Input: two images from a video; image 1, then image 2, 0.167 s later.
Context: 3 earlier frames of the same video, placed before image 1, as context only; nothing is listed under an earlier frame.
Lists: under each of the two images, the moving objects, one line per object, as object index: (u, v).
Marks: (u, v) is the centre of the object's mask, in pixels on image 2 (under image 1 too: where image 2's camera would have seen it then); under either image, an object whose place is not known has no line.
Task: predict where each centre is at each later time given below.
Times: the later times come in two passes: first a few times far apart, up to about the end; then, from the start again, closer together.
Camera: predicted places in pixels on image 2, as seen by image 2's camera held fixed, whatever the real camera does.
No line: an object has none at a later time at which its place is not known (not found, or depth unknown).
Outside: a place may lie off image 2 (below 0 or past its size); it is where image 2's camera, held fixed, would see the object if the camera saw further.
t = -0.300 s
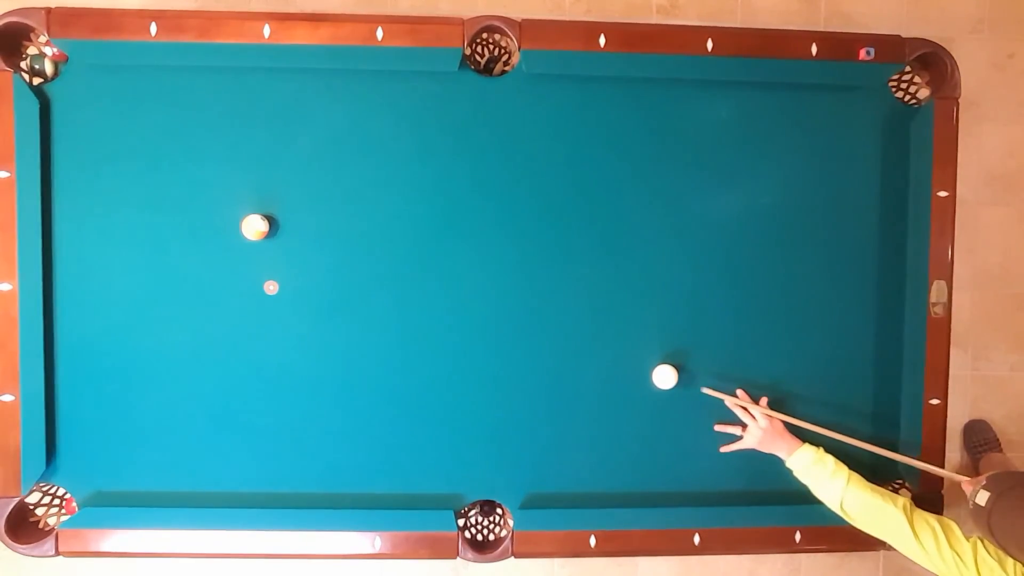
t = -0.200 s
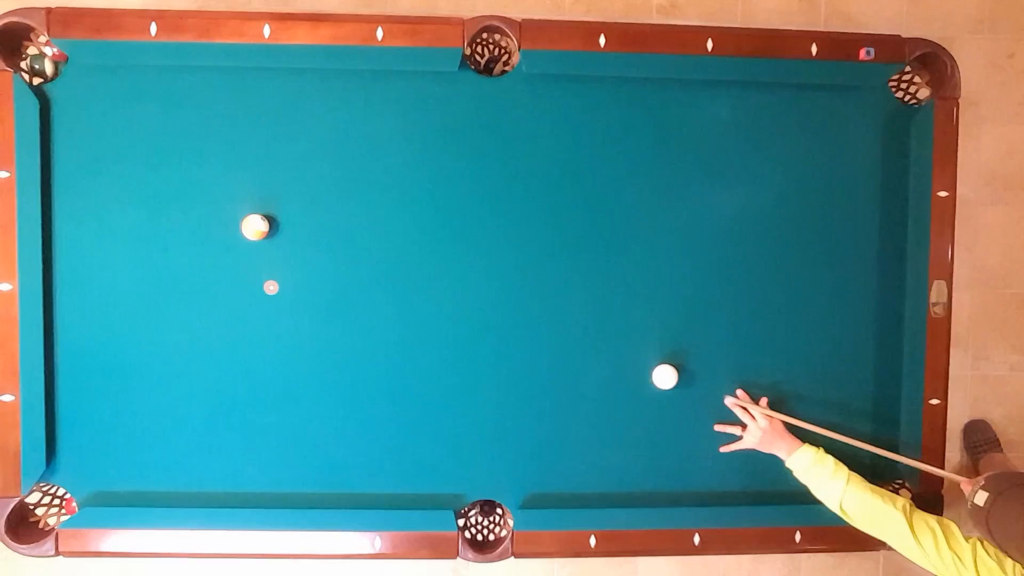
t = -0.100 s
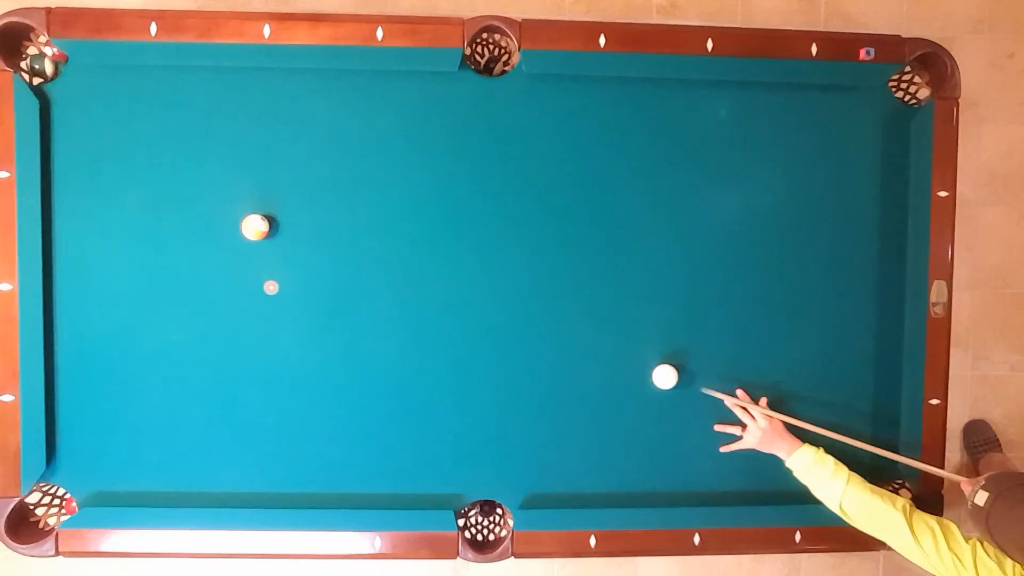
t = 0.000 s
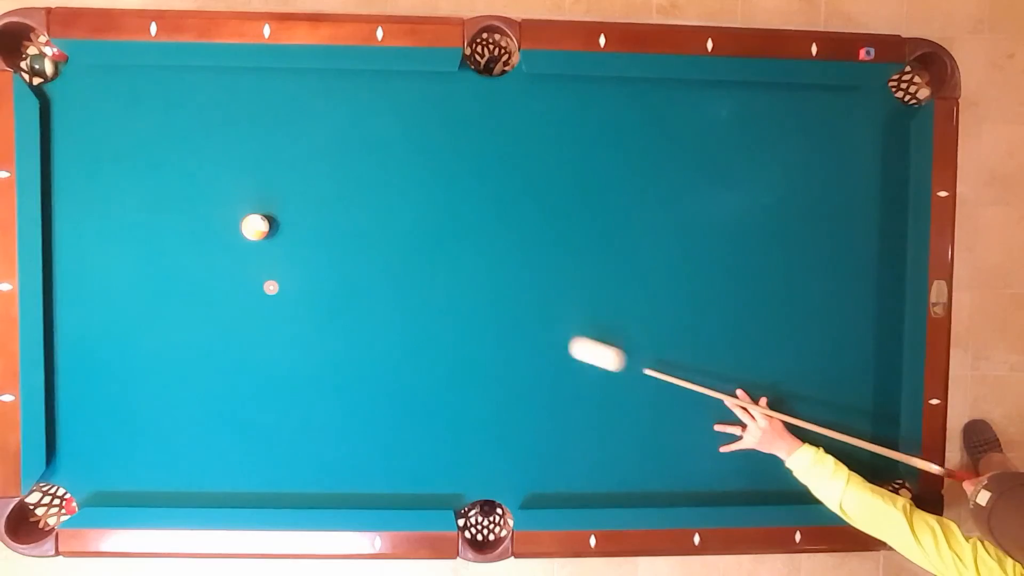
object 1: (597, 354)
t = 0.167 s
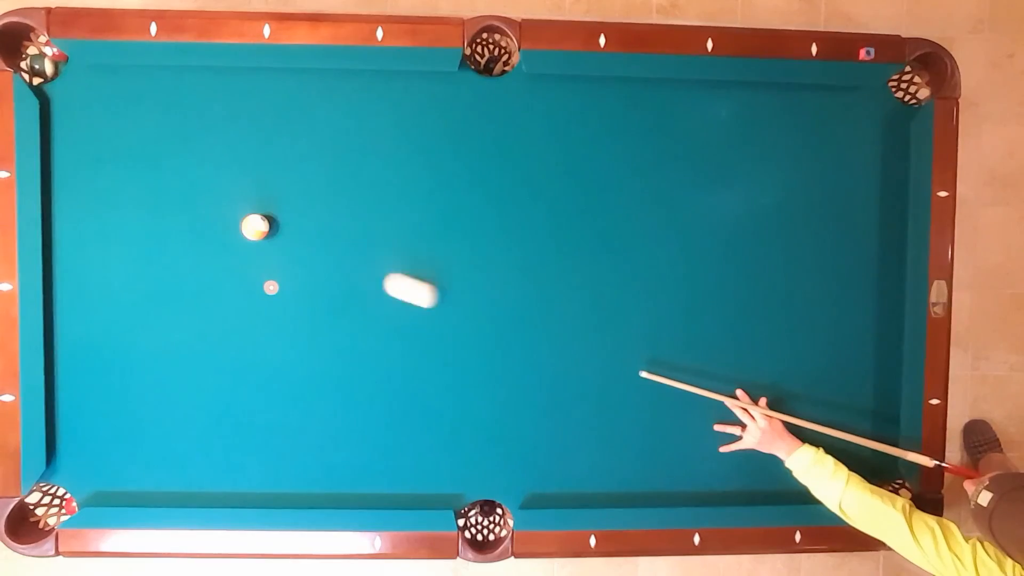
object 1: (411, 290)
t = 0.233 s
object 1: (343, 267)
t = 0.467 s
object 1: (235, 270)
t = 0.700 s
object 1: (164, 294)
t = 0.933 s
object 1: (95, 317)
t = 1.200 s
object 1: (78, 339)
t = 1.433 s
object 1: (115, 353)
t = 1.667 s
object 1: (150, 365)
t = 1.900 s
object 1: (183, 378)
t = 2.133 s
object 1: (213, 389)
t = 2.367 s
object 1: (242, 399)
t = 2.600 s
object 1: (269, 408)
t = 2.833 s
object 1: (294, 416)
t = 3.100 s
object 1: (320, 424)
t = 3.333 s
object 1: (340, 430)
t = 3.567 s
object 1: (360, 436)
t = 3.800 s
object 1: (377, 441)
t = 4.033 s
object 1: (392, 447)
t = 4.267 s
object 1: (405, 451)
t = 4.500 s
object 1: (417, 455)
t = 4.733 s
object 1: (427, 457)
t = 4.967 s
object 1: (435, 459)
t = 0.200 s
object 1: (376, 278)
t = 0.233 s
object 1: (343, 267)
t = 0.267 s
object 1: (310, 255)
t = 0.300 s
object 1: (282, 247)
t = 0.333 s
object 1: (269, 249)
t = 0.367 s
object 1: (262, 255)
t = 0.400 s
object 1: (253, 261)
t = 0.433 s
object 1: (245, 266)
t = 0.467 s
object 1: (235, 270)
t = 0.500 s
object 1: (225, 273)
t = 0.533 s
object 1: (214, 277)
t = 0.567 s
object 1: (204, 281)
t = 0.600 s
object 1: (194, 284)
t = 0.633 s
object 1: (184, 288)
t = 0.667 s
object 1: (174, 291)
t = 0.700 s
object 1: (164, 294)
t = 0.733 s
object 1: (154, 298)
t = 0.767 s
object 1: (144, 301)
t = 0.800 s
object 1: (134, 304)
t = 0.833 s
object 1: (124, 308)
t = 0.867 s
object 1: (115, 311)
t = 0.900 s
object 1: (105, 314)
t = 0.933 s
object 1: (95, 317)
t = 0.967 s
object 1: (85, 321)
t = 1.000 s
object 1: (76, 324)
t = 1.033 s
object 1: (66, 327)
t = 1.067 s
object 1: (58, 330)
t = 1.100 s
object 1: (61, 333)
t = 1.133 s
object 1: (67, 335)
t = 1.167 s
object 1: (73, 337)
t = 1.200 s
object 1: (78, 339)
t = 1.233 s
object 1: (84, 341)
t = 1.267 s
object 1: (89, 343)
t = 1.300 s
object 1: (95, 345)
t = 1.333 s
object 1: (100, 347)
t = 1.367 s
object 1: (105, 349)
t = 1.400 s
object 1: (110, 351)
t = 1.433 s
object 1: (115, 353)
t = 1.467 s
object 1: (121, 355)
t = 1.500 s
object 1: (126, 357)
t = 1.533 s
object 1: (130, 358)
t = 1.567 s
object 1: (136, 360)
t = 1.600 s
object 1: (141, 362)
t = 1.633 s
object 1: (145, 364)
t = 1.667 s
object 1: (150, 365)
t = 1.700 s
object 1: (155, 367)
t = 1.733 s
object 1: (160, 369)
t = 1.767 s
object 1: (164, 371)
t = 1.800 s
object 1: (169, 373)
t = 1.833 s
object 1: (174, 374)
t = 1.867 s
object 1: (178, 376)
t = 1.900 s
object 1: (183, 378)
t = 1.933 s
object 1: (187, 379)
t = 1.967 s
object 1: (192, 381)
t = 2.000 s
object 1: (196, 383)
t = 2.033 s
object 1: (201, 384)
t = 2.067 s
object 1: (205, 386)
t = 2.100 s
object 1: (209, 387)
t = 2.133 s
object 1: (213, 389)
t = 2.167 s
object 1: (218, 390)
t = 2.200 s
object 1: (222, 392)
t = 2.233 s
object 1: (226, 393)
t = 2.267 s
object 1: (230, 395)
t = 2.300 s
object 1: (234, 396)
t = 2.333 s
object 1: (238, 398)
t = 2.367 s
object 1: (242, 399)
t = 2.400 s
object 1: (246, 400)
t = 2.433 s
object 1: (250, 402)
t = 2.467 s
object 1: (254, 403)
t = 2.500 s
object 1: (258, 404)
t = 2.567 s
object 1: (265, 407)
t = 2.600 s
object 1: (269, 408)
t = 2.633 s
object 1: (272, 409)
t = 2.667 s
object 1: (276, 410)
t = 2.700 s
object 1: (280, 411)
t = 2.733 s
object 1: (283, 413)
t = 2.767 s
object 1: (287, 414)
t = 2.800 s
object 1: (290, 415)
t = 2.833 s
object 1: (294, 416)
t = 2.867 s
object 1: (297, 417)
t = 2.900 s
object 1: (300, 418)
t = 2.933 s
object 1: (304, 419)
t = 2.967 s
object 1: (307, 420)
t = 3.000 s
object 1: (310, 421)
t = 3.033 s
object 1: (313, 422)
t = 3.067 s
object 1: (316, 423)
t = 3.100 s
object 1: (320, 424)
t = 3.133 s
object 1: (323, 425)
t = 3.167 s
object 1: (326, 426)
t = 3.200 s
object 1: (328, 427)
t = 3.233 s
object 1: (331, 428)
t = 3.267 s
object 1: (335, 428)
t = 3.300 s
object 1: (337, 429)
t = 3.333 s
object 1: (340, 430)
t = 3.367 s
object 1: (343, 431)
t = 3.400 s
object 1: (346, 432)
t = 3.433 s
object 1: (349, 433)
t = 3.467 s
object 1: (352, 434)
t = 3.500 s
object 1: (354, 434)
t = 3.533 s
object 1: (357, 435)
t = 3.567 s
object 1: (360, 436)
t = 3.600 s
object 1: (362, 437)
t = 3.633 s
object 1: (365, 437)
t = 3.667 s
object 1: (367, 438)
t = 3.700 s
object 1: (370, 439)
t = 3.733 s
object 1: (372, 440)
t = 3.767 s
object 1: (374, 441)
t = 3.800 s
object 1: (377, 441)
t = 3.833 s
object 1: (379, 442)
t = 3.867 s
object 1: (381, 443)
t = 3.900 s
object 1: (383, 444)
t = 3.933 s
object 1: (386, 444)
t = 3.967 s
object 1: (388, 445)
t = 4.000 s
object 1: (390, 446)
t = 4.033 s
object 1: (392, 447)
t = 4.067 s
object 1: (394, 447)
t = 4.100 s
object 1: (396, 448)
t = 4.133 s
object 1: (398, 449)
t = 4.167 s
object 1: (400, 449)
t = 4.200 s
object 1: (402, 450)
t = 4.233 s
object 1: (403, 451)
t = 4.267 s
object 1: (405, 451)
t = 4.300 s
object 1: (407, 452)
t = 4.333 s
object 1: (409, 452)
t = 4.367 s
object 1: (411, 453)
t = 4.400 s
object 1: (412, 453)
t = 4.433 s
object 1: (414, 454)
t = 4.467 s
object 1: (416, 454)
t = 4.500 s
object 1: (417, 455)
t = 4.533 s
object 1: (419, 455)
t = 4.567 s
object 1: (420, 456)
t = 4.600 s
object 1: (422, 456)
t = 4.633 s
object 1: (423, 456)
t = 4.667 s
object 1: (424, 457)
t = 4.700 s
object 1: (426, 457)
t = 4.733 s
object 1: (427, 457)
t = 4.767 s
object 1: (429, 458)
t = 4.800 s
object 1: (430, 458)
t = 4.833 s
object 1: (431, 458)
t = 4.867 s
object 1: (432, 458)
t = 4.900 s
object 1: (433, 459)
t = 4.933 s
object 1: (434, 459)
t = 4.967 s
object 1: (435, 459)
